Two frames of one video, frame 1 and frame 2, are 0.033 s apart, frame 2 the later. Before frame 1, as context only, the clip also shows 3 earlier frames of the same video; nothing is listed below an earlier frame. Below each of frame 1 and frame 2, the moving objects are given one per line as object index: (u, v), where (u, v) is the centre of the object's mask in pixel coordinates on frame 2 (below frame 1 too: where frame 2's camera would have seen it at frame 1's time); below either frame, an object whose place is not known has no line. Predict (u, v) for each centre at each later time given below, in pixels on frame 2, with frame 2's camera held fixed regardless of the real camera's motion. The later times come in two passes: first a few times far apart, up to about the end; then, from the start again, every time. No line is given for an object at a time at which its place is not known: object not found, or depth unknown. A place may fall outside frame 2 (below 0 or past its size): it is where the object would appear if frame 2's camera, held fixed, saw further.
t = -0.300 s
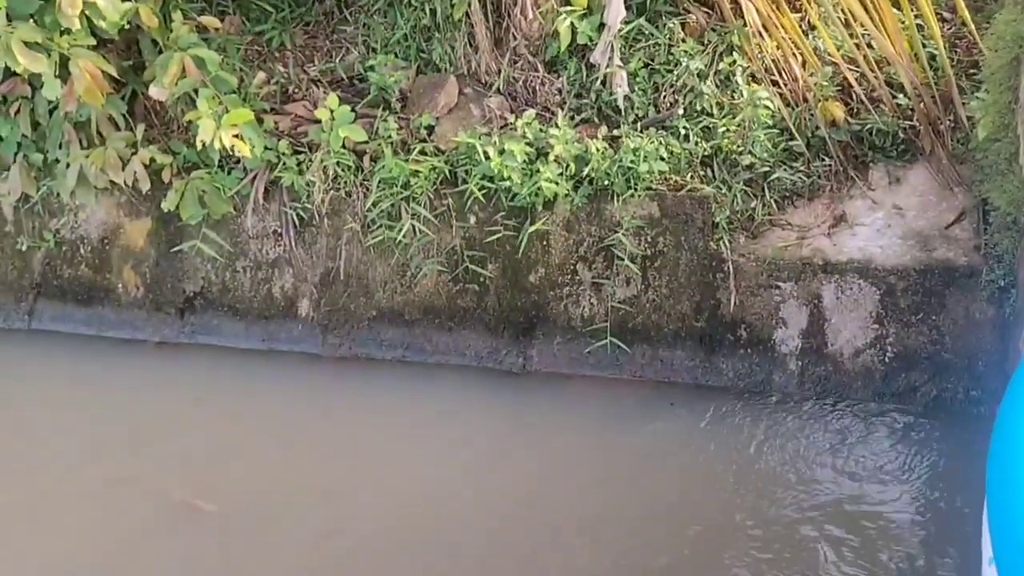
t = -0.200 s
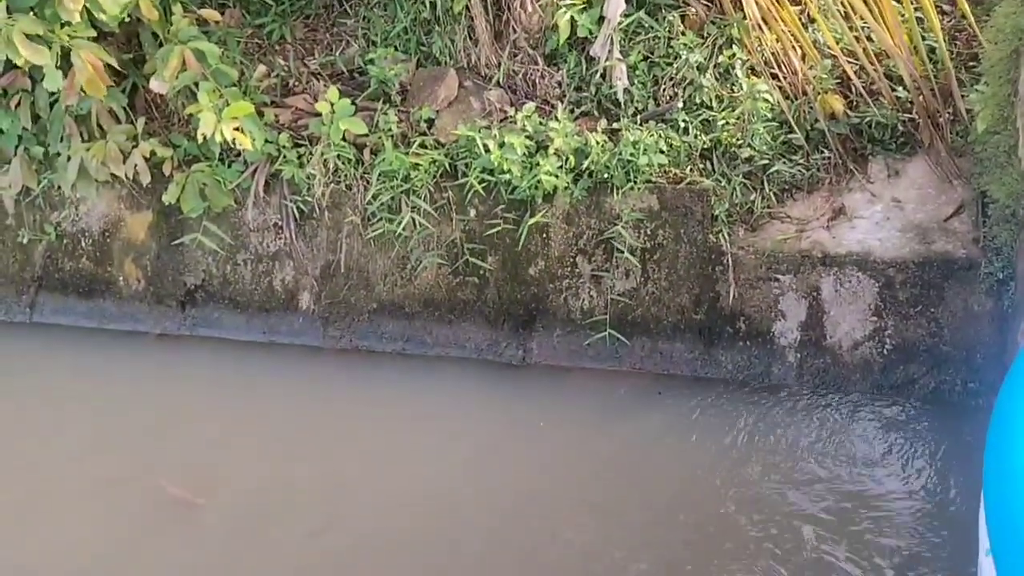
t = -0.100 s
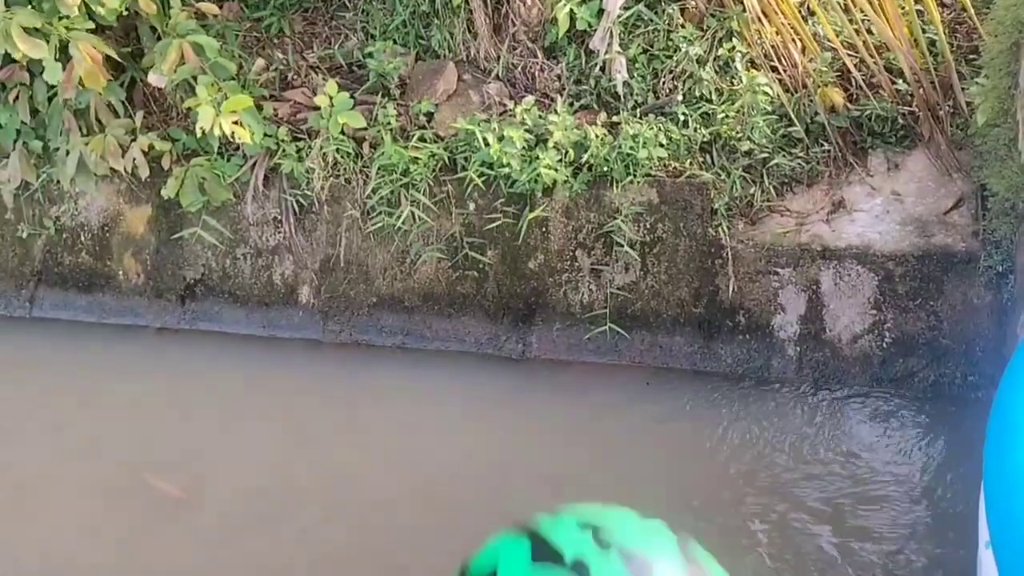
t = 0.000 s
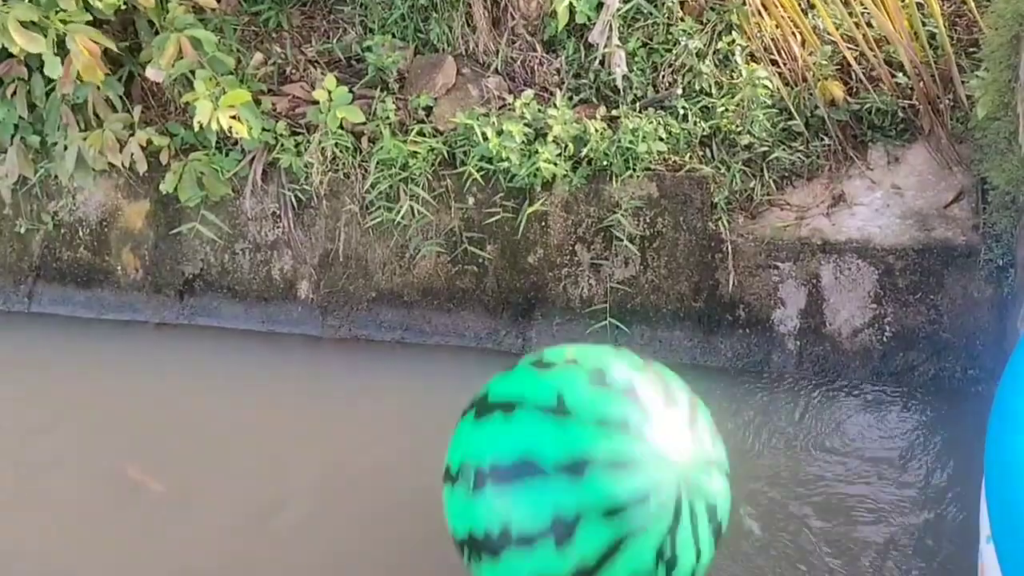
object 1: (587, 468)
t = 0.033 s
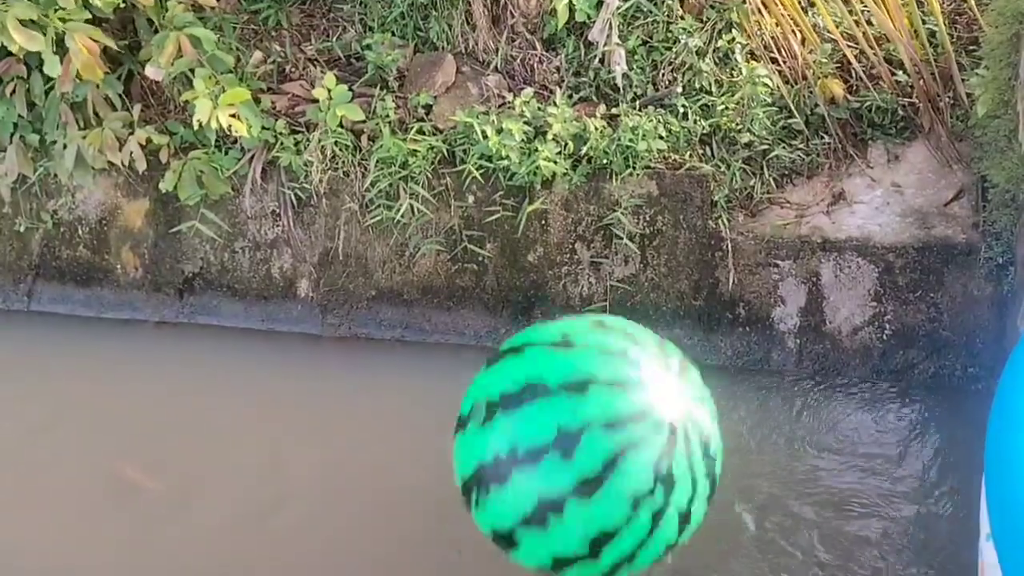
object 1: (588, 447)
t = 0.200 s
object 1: (604, 412)
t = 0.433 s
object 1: (640, 546)
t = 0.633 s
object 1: (630, 572)
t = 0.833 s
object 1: (619, 548)
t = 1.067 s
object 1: (600, 521)
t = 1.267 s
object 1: (585, 493)
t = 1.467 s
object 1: (569, 472)
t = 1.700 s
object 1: (552, 456)
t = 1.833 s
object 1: (543, 451)
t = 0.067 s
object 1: (589, 422)
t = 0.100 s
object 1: (591, 409)
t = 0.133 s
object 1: (596, 402)
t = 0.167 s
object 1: (599, 405)
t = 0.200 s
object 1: (604, 412)
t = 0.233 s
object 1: (609, 426)
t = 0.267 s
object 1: (614, 442)
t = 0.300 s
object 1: (618, 462)
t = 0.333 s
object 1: (623, 483)
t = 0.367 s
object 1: (629, 507)
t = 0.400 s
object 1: (634, 528)
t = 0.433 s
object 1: (640, 546)
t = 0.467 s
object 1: (645, 561)
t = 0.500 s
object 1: (649, 574)
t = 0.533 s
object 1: (645, 573)
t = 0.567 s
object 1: (642, 573)
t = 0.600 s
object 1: (635, 574)
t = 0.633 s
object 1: (630, 572)
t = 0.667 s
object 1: (626, 570)
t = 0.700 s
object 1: (622, 566)
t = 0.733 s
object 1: (620, 560)
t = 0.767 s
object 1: (620, 555)
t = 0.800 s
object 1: (619, 551)
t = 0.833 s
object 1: (619, 548)
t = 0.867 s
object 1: (619, 547)
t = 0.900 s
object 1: (616, 545)
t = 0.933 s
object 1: (614, 542)
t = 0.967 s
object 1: (610, 536)
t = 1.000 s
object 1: (607, 532)
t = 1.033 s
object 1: (603, 526)
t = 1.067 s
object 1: (600, 521)
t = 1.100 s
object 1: (597, 514)
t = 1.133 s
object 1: (595, 509)
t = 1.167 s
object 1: (593, 505)
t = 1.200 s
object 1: (590, 501)
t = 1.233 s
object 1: (587, 497)
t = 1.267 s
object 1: (585, 493)
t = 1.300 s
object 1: (582, 489)
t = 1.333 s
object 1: (579, 485)
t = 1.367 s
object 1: (576, 481)
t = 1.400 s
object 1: (573, 478)
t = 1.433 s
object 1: (571, 475)
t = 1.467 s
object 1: (569, 472)
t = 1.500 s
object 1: (566, 470)
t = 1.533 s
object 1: (564, 467)
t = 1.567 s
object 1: (561, 465)
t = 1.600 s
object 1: (559, 462)
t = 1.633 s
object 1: (557, 461)
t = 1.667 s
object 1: (554, 458)
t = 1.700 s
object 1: (552, 456)
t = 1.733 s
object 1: (549, 455)
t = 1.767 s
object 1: (547, 454)
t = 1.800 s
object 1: (545, 452)
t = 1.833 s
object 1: (543, 451)
